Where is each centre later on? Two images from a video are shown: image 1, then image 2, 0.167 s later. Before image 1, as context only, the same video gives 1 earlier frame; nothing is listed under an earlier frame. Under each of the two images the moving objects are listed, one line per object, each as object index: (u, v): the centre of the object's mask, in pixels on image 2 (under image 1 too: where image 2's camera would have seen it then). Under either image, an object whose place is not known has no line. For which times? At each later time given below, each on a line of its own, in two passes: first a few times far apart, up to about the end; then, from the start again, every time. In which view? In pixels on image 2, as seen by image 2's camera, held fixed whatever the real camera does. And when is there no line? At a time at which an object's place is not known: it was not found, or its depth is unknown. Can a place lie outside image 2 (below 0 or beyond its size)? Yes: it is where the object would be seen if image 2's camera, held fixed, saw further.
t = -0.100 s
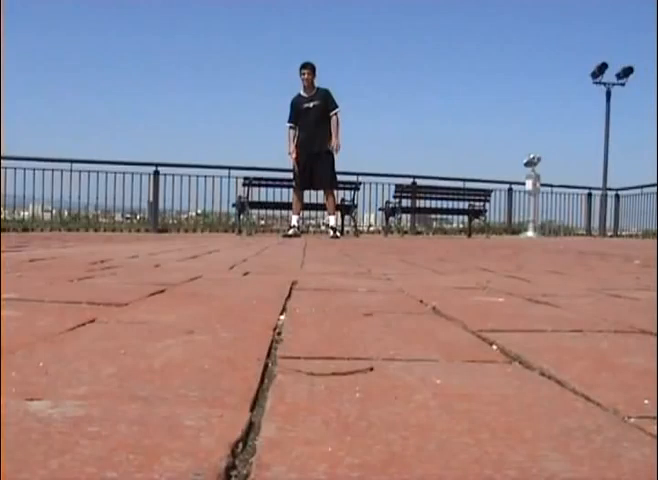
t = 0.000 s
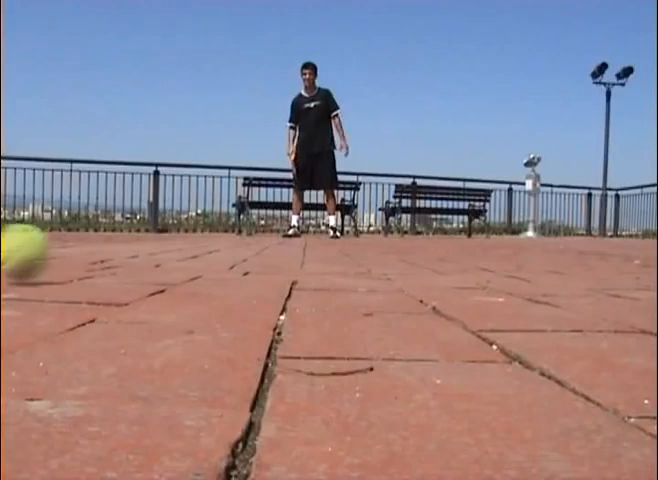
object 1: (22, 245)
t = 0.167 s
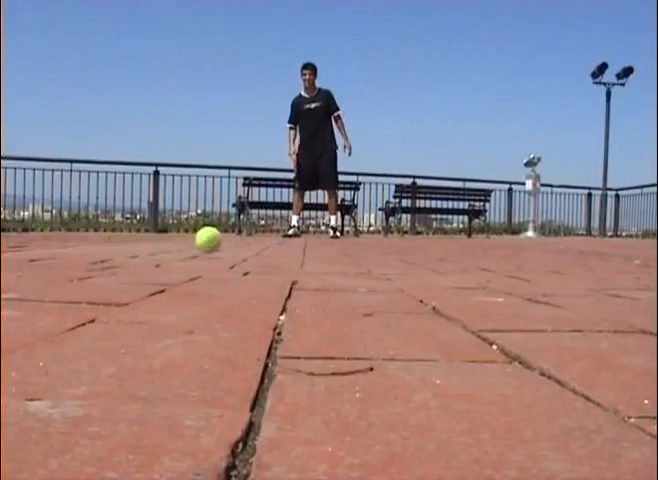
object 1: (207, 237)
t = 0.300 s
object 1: (251, 235)
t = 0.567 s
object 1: (285, 236)
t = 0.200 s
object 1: (224, 239)
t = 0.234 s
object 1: (233, 239)
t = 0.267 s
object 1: (243, 235)
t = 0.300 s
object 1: (251, 235)
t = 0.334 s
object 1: (256, 238)
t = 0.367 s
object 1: (263, 236)
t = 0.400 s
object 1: (268, 236)
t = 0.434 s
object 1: (272, 237)
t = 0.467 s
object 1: (276, 235)
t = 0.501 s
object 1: (279, 236)
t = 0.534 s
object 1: (282, 237)
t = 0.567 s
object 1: (285, 236)
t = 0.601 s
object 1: (288, 236)
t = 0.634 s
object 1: (290, 235)
